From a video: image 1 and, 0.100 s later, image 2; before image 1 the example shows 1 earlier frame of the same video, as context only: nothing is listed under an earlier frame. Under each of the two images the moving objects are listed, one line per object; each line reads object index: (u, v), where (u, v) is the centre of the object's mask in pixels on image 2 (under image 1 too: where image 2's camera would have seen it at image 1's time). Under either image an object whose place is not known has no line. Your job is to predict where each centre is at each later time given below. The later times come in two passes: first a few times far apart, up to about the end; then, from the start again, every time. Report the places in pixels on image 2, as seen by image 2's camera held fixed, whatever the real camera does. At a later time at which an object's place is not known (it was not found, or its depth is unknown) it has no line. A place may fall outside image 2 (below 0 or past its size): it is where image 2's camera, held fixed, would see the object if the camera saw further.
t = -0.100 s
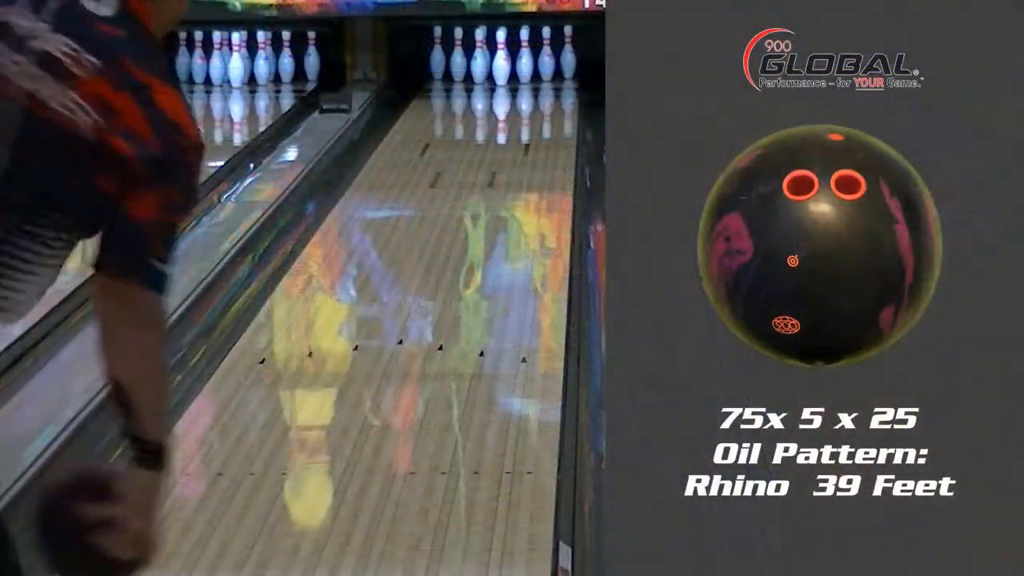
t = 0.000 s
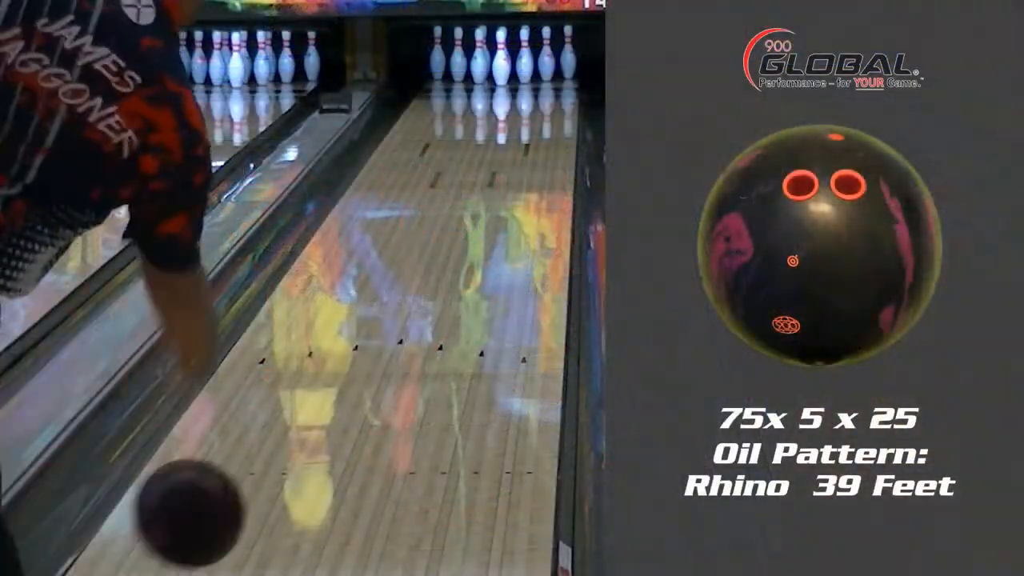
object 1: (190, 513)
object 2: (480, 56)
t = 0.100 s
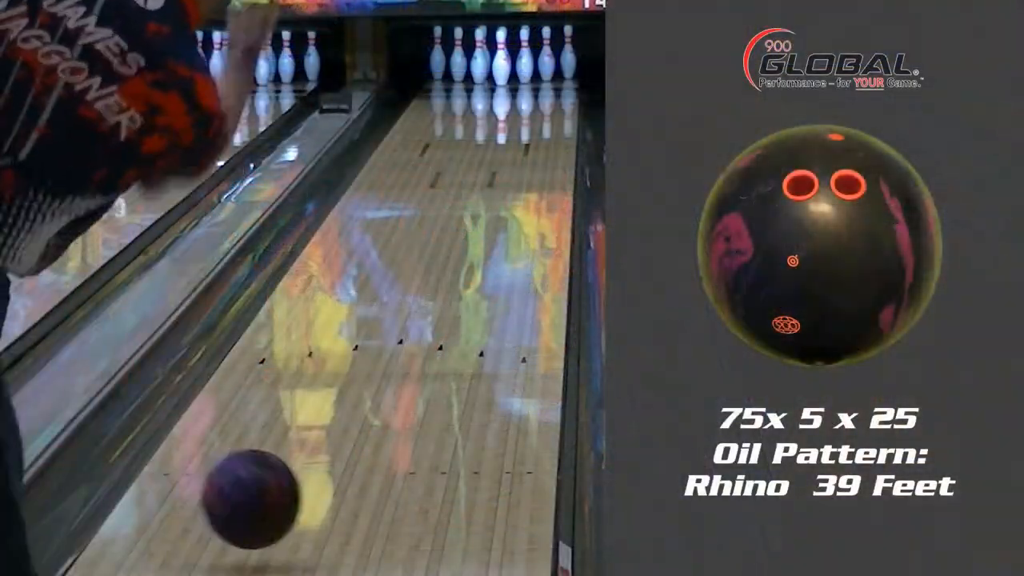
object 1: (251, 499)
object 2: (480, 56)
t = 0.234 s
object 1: (316, 444)
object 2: (480, 56)
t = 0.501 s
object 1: (404, 331)
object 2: (480, 56)
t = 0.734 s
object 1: (456, 263)
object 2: (480, 56)
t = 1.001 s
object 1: (496, 205)
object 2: (480, 56)
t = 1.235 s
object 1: (520, 167)
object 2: (480, 56)
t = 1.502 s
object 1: (537, 133)
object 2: (480, 56)
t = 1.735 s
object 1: (541, 110)
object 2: (480, 56)
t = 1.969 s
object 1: (535, 91)
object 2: (480, 56)
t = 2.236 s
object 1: (519, 74)
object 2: (480, 56)
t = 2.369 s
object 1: (519, 67)
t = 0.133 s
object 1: (269, 503)
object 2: (480, 56)
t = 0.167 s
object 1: (286, 480)
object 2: (480, 56)
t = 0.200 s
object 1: (302, 462)
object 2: (480, 56)
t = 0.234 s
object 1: (316, 444)
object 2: (480, 56)
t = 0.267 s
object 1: (330, 427)
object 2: (480, 56)
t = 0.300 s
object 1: (343, 411)
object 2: (480, 56)
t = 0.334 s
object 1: (355, 396)
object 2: (480, 56)
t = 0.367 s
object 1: (365, 381)
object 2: (480, 56)
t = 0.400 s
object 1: (376, 368)
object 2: (480, 56)
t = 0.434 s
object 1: (386, 356)
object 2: (480, 56)
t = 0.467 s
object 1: (395, 343)
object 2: (480, 56)
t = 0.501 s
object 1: (404, 331)
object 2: (480, 56)
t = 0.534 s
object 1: (413, 320)
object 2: (480, 56)
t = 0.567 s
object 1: (421, 310)
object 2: (480, 56)
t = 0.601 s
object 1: (429, 300)
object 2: (480, 56)
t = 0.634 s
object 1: (436, 290)
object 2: (480, 56)
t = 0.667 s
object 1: (442, 281)
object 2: (480, 56)
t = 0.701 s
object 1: (449, 272)
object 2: (480, 56)
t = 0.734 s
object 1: (456, 263)
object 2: (480, 56)
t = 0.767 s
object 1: (461, 254)
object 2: (480, 56)
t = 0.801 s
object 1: (467, 246)
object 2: (480, 56)
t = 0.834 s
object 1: (473, 239)
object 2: (480, 56)
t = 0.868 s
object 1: (478, 232)
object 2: (480, 56)
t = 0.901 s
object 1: (482, 225)
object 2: (480, 56)
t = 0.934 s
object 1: (487, 218)
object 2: (480, 56)
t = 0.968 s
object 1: (491, 212)
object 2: (480, 56)
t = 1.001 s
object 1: (496, 205)
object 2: (480, 56)
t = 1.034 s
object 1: (499, 199)
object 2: (480, 56)
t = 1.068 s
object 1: (503, 193)
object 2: (480, 56)
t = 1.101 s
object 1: (507, 188)
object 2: (480, 56)
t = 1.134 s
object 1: (510, 182)
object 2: (480, 56)
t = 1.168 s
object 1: (513, 177)
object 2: (480, 56)
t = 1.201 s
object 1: (516, 172)
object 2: (480, 56)
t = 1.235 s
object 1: (520, 167)
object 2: (480, 56)
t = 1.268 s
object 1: (523, 163)
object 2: (480, 56)
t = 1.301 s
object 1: (525, 158)
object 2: (480, 56)
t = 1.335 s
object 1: (527, 154)
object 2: (480, 56)
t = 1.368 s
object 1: (530, 149)
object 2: (480, 56)
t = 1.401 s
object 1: (532, 145)
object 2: (480, 56)
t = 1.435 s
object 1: (534, 141)
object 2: (480, 56)
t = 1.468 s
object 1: (535, 137)
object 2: (480, 56)
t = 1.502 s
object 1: (537, 133)
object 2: (480, 56)
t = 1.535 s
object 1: (538, 130)
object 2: (480, 56)
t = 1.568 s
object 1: (539, 126)
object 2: (480, 56)
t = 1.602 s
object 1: (539, 123)
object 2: (480, 56)
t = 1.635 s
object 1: (540, 119)
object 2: (480, 56)
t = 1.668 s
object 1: (540, 116)
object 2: (480, 56)
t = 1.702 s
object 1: (540, 113)
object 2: (480, 56)
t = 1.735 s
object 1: (541, 110)
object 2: (480, 56)
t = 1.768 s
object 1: (540, 107)
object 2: (480, 56)
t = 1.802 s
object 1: (540, 104)
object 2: (480, 56)
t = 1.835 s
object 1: (540, 101)
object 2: (480, 56)
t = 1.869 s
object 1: (539, 98)
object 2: (480, 56)
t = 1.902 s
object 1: (538, 96)
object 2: (480, 56)
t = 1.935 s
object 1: (536, 94)
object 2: (480, 56)
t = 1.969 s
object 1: (535, 91)
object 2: (480, 56)
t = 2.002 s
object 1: (534, 89)
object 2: (480, 56)
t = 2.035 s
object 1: (532, 86)
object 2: (480, 56)
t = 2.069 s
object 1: (530, 84)
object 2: (480, 56)
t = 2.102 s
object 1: (528, 82)
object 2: (480, 56)
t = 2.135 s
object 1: (526, 80)
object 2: (480, 56)
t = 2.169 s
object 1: (525, 79)
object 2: (480, 56)
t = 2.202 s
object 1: (522, 77)
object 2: (480, 56)
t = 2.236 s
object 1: (519, 74)
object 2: (480, 56)
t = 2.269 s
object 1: (517, 72)
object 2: (480, 56)
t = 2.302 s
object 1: (518, 69)
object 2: (478, 46)
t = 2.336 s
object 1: (519, 68)
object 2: (476, 50)
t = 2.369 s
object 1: (519, 67)
